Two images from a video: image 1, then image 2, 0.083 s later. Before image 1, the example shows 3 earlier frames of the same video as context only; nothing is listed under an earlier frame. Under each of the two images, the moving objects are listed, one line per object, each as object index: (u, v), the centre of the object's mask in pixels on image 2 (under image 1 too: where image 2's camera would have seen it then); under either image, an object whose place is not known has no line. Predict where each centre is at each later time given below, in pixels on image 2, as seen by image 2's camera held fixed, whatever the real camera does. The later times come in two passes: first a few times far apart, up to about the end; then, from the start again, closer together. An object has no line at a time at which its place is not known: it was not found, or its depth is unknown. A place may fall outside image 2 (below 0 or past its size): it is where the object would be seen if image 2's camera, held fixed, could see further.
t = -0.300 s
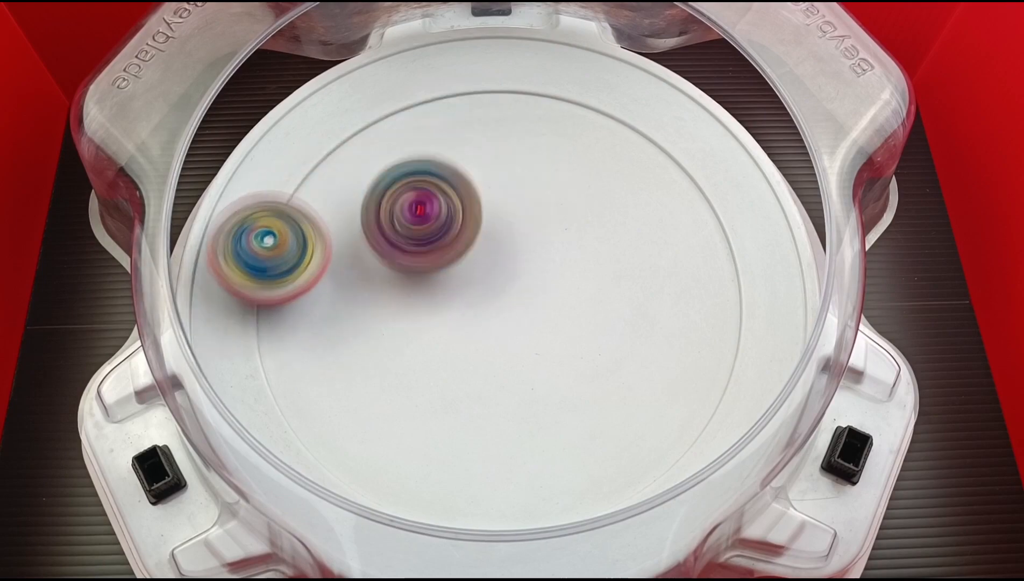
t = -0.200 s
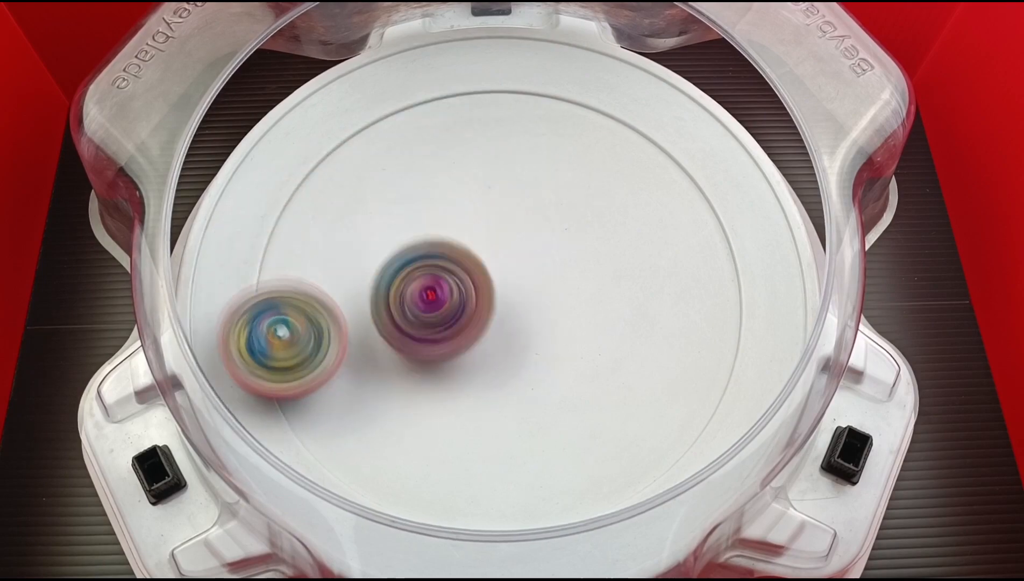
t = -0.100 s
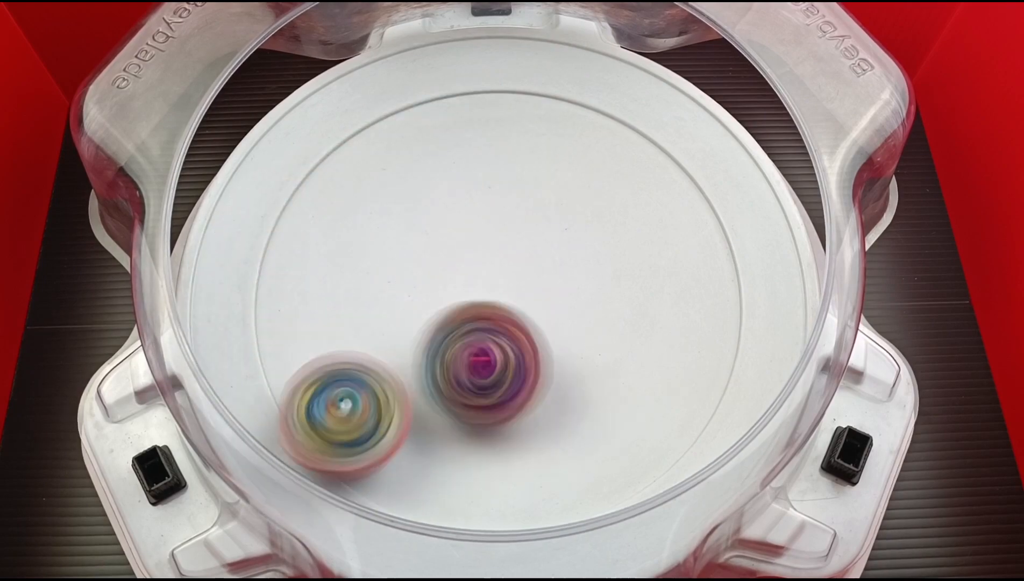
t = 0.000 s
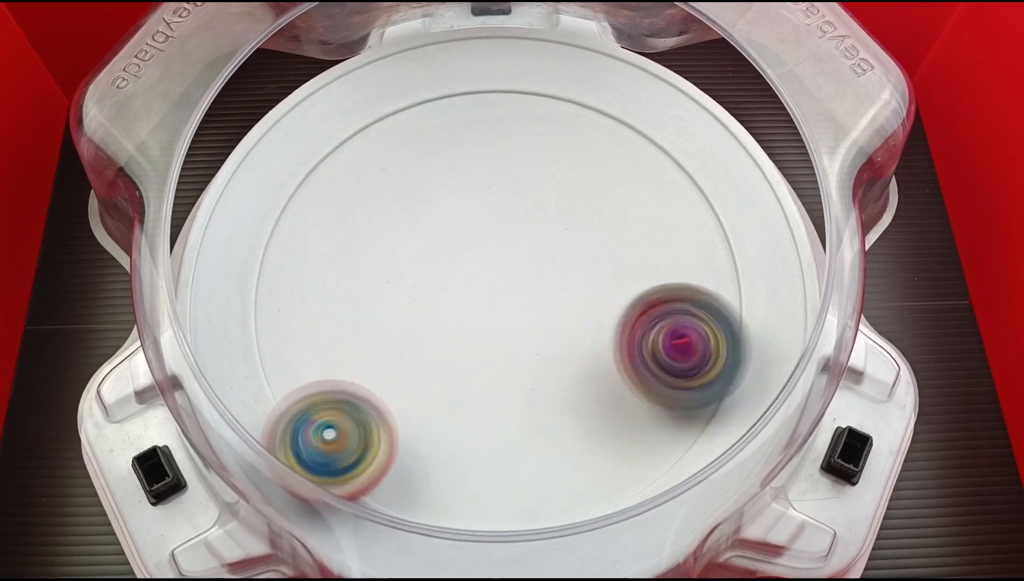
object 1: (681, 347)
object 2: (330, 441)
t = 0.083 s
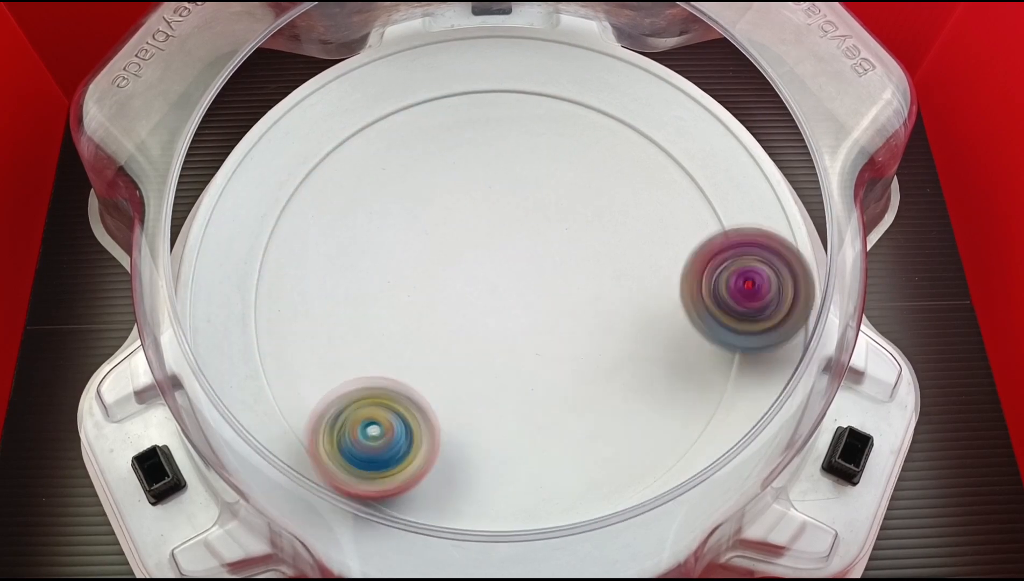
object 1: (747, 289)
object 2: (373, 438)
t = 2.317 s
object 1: (488, 152)
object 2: (310, 288)
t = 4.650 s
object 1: (439, 241)
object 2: (624, 305)
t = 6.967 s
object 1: (569, 385)
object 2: (452, 230)
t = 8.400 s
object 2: (598, 286)
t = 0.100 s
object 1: (750, 280)
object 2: (384, 437)
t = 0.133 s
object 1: (753, 259)
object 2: (412, 434)
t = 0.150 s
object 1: (752, 248)
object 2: (425, 431)
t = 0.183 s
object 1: (748, 230)
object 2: (452, 420)
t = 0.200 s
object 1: (745, 222)
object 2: (465, 412)
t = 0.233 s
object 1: (736, 205)
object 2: (487, 391)
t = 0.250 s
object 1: (731, 198)
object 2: (495, 379)
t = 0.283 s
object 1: (717, 187)
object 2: (509, 355)
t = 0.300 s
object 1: (708, 181)
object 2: (514, 341)
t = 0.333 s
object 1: (686, 173)
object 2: (519, 314)
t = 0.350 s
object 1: (672, 171)
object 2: (521, 301)
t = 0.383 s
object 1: (643, 166)
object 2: (521, 274)
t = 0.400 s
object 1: (629, 165)
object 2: (519, 261)
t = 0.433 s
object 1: (600, 167)
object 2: (510, 238)
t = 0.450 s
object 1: (596, 160)
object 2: (496, 231)
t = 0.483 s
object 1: (590, 153)
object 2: (464, 221)
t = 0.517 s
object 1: (579, 151)
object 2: (434, 210)
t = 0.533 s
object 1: (573, 151)
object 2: (420, 204)
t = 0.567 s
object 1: (560, 154)
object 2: (391, 196)
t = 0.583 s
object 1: (553, 158)
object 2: (378, 193)
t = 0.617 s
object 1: (539, 167)
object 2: (351, 192)
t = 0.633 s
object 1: (532, 173)
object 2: (338, 193)
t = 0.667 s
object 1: (520, 188)
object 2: (314, 198)
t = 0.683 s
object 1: (513, 196)
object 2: (303, 202)
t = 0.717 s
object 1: (504, 213)
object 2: (283, 213)
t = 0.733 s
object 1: (500, 224)
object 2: (273, 220)
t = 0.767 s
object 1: (493, 244)
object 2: (268, 241)
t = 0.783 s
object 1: (491, 254)
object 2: (269, 252)
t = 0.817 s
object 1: (489, 275)
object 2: (269, 275)
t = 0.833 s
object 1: (488, 286)
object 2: (271, 287)
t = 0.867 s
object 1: (490, 306)
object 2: (276, 311)
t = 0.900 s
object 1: (494, 325)
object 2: (290, 335)
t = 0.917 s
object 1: (497, 334)
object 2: (300, 344)
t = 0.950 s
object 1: (504, 349)
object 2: (326, 362)
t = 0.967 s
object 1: (509, 355)
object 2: (342, 368)
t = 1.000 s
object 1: (519, 367)
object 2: (376, 374)
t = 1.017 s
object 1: (525, 371)
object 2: (393, 375)
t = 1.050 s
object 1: (553, 380)
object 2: (413, 369)
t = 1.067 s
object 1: (566, 383)
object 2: (423, 364)
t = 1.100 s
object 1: (592, 386)
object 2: (444, 351)
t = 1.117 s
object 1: (604, 385)
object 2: (455, 343)
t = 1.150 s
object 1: (627, 383)
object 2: (475, 325)
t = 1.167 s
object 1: (637, 381)
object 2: (484, 314)
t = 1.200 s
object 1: (653, 374)
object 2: (498, 293)
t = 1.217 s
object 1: (660, 369)
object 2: (505, 282)
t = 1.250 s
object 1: (673, 359)
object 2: (514, 261)
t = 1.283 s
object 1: (679, 349)
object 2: (519, 239)
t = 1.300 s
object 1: (681, 344)
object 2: (521, 228)
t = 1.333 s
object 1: (682, 332)
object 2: (521, 207)
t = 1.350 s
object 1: (682, 327)
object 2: (520, 197)
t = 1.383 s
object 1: (678, 317)
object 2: (515, 177)
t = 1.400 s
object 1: (674, 312)
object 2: (511, 168)
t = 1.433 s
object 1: (665, 301)
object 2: (501, 152)
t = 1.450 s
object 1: (660, 296)
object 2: (495, 145)
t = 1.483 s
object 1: (647, 288)
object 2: (481, 135)
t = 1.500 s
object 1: (639, 285)
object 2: (472, 130)
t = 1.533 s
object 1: (622, 278)
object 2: (456, 124)
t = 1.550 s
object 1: (614, 275)
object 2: (447, 121)
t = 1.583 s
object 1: (597, 271)
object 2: (428, 118)
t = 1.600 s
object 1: (588, 270)
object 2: (418, 119)
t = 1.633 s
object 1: (568, 269)
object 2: (399, 124)
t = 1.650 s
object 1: (559, 268)
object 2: (390, 126)
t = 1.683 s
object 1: (540, 270)
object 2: (373, 137)
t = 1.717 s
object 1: (521, 275)
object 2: (358, 153)
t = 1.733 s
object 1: (512, 278)
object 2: (353, 163)
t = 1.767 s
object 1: (494, 284)
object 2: (346, 187)
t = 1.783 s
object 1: (487, 289)
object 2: (346, 200)
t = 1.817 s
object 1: (472, 299)
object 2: (349, 227)
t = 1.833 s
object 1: (466, 304)
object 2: (354, 242)
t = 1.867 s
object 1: (489, 342)
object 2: (333, 238)
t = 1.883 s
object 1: (519, 373)
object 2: (308, 221)
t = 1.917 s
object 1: (580, 431)
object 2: (273, 189)
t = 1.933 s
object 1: (608, 453)
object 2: (265, 179)
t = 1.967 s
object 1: (658, 487)
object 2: (256, 169)
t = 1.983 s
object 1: (675, 489)
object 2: (253, 166)
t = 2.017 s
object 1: (666, 442)
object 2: (248, 161)
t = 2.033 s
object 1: (668, 430)
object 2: (247, 162)
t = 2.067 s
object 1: (660, 389)
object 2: (246, 165)
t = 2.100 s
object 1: (644, 345)
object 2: (247, 173)
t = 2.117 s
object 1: (636, 323)
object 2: (248, 179)
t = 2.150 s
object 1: (616, 284)
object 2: (253, 191)
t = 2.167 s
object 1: (605, 265)
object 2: (255, 198)
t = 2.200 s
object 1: (583, 230)
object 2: (261, 215)
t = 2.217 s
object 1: (571, 215)
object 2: (263, 222)
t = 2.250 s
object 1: (545, 187)
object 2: (274, 243)
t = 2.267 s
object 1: (531, 175)
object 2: (280, 255)
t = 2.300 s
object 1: (503, 158)
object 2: (299, 277)
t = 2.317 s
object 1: (488, 152)
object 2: (310, 288)
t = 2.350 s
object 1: (460, 145)
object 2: (336, 305)
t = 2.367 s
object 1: (446, 144)
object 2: (350, 313)
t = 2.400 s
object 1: (421, 148)
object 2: (381, 322)
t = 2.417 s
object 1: (409, 152)
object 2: (396, 325)
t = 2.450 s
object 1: (385, 164)
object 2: (429, 328)
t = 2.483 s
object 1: (363, 179)
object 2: (459, 326)
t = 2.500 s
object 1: (352, 187)
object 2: (474, 326)
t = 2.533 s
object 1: (333, 206)
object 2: (502, 319)
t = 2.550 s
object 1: (325, 216)
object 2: (515, 315)
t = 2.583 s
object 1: (310, 238)
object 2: (536, 306)
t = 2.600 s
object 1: (303, 249)
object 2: (546, 301)
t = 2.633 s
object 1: (293, 273)
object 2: (562, 287)
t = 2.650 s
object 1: (288, 286)
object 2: (570, 281)
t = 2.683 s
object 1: (283, 311)
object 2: (582, 265)
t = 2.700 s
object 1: (281, 324)
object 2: (587, 258)
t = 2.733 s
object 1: (279, 350)
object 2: (596, 241)
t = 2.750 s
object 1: (280, 362)
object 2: (600, 232)
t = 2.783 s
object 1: (288, 385)
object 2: (604, 216)
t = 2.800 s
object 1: (294, 395)
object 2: (606, 207)
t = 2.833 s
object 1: (314, 414)
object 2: (608, 191)
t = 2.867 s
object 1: (337, 430)
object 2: (608, 176)
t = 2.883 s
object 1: (349, 437)
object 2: (607, 168)
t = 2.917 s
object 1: (374, 448)
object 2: (604, 153)
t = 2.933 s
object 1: (386, 453)
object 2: (601, 147)
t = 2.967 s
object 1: (411, 458)
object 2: (594, 133)
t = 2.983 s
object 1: (423, 459)
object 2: (590, 127)
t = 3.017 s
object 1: (446, 457)
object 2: (580, 117)
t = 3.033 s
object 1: (457, 455)
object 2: (575, 111)
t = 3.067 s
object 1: (478, 447)
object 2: (559, 104)
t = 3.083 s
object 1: (487, 442)
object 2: (551, 102)
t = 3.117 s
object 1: (505, 432)
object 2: (532, 102)
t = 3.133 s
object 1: (513, 426)
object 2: (522, 104)
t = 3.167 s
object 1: (527, 413)
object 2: (501, 113)
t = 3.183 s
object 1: (533, 407)
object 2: (491, 119)
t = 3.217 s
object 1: (543, 393)
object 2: (475, 137)
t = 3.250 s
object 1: (551, 379)
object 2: (461, 157)
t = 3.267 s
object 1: (554, 373)
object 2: (456, 169)
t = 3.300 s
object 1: (558, 360)
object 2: (450, 193)
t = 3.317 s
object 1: (559, 354)
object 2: (448, 207)
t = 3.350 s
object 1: (561, 342)
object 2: (447, 232)
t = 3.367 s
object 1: (561, 336)
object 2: (448, 245)
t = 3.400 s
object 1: (559, 326)
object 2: (453, 269)
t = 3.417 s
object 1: (581, 342)
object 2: (438, 262)
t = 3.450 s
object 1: (633, 379)
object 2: (396, 231)
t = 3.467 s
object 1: (658, 396)
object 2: (378, 217)
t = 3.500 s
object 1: (689, 411)
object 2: (343, 192)
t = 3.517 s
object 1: (692, 409)
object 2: (330, 181)
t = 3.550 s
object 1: (694, 408)
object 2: (305, 164)
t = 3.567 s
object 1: (693, 411)
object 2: (296, 157)
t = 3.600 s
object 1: (690, 408)
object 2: (297, 162)
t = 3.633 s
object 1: (683, 405)
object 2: (307, 176)
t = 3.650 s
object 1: (677, 401)
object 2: (312, 185)
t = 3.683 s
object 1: (662, 392)
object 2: (323, 204)
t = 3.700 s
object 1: (655, 388)
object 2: (329, 215)
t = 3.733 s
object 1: (638, 378)
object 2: (343, 237)
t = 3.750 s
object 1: (629, 372)
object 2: (350, 250)
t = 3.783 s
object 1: (611, 360)
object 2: (363, 273)
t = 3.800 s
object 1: (600, 353)
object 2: (370, 285)
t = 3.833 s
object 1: (581, 339)
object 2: (383, 308)
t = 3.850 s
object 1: (572, 332)
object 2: (388, 319)
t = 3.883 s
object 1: (553, 317)
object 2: (402, 337)
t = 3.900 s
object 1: (544, 310)
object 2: (410, 345)
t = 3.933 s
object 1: (533, 294)
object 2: (417, 362)
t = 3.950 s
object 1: (541, 283)
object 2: (407, 372)
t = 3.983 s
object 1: (554, 262)
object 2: (394, 389)
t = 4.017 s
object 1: (565, 245)
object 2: (386, 404)
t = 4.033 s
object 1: (569, 237)
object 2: (385, 409)
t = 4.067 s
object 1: (574, 227)
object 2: (390, 420)
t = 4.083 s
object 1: (575, 222)
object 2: (393, 425)
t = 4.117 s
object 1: (575, 217)
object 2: (406, 433)
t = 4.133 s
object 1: (574, 216)
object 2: (414, 437)
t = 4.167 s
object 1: (571, 216)
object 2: (430, 442)
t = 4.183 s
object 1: (568, 218)
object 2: (439, 445)
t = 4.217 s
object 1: (562, 222)
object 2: (459, 448)
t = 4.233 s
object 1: (559, 226)
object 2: (470, 449)
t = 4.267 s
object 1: (551, 232)
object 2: (491, 447)
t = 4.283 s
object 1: (547, 236)
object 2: (502, 445)
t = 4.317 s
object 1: (539, 244)
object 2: (523, 439)
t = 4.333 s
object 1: (535, 248)
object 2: (534, 434)
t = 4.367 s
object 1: (528, 257)
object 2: (552, 422)
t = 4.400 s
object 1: (520, 265)
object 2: (567, 407)
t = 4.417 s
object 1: (517, 270)
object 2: (573, 399)
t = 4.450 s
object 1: (511, 277)
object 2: (584, 381)
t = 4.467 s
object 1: (508, 280)
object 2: (587, 372)
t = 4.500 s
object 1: (492, 268)
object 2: (603, 368)
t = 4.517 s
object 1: (484, 263)
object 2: (610, 366)
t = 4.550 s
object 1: (469, 253)
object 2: (620, 355)
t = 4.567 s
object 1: (463, 248)
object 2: (623, 348)
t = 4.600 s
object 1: (451, 243)
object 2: (626, 332)
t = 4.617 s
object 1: (446, 242)
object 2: (626, 323)
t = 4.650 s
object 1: (439, 241)
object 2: (624, 305)
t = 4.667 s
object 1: (436, 242)
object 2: (621, 296)
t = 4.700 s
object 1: (430, 246)
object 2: (612, 280)
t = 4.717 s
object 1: (428, 250)
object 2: (607, 272)
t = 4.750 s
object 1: (425, 257)
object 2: (594, 257)
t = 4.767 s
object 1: (424, 260)
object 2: (587, 251)
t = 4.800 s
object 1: (422, 269)
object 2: (572, 241)
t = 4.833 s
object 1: (422, 276)
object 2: (555, 231)
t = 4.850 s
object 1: (422, 280)
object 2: (546, 227)
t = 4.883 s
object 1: (423, 285)
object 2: (528, 222)
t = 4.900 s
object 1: (423, 289)
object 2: (520, 219)
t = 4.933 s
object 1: (419, 295)
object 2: (506, 213)
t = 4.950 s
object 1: (418, 298)
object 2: (499, 211)
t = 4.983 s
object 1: (416, 303)
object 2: (483, 210)
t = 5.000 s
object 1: (408, 314)
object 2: (480, 204)
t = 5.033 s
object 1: (385, 340)
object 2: (486, 183)
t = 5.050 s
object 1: (374, 353)
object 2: (487, 175)
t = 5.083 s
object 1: (360, 377)
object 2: (489, 162)
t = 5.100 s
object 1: (355, 385)
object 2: (488, 157)
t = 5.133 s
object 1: (349, 398)
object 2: (484, 151)
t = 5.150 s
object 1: (348, 404)
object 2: (480, 149)
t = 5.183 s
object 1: (354, 410)
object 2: (472, 148)
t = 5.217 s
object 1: (361, 414)
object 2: (460, 148)
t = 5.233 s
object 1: (366, 417)
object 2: (453, 150)
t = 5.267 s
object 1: (379, 417)
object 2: (439, 152)
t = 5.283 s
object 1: (385, 415)
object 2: (432, 156)
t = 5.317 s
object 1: (398, 413)
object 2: (418, 162)
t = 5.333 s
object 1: (405, 410)
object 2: (412, 167)
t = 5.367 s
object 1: (418, 403)
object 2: (402, 179)
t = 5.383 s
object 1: (424, 400)
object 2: (398, 187)
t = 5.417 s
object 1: (438, 391)
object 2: (393, 203)
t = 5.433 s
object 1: (444, 385)
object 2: (391, 212)
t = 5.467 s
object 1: (454, 375)
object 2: (392, 230)
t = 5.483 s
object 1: (460, 369)
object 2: (393, 237)
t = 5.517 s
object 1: (469, 357)
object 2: (399, 255)
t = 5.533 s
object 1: (473, 354)
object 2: (401, 261)
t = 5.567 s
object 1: (491, 356)
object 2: (403, 262)
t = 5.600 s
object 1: (502, 355)
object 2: (408, 267)
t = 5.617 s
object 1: (509, 355)
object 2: (412, 271)
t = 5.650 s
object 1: (520, 354)
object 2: (420, 278)
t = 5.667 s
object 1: (534, 364)
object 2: (416, 269)
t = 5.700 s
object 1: (562, 381)
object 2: (411, 253)
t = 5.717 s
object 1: (576, 390)
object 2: (410, 248)
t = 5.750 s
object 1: (597, 400)
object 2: (409, 239)
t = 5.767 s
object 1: (604, 403)
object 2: (409, 236)
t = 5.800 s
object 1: (617, 406)
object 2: (409, 232)
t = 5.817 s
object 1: (621, 406)
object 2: (409, 231)
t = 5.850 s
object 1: (624, 401)
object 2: (410, 230)
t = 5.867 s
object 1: (622, 397)
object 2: (411, 230)
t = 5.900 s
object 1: (620, 390)
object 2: (413, 230)
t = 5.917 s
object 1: (619, 385)
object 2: (416, 231)
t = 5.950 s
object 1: (614, 376)
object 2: (421, 233)
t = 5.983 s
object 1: (608, 365)
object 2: (428, 234)
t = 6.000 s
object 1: (604, 360)
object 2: (431, 234)
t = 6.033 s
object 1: (598, 350)
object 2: (439, 235)
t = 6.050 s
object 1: (595, 345)
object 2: (444, 236)
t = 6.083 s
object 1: (588, 334)
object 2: (454, 234)
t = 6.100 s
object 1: (585, 329)
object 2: (459, 234)
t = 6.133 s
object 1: (577, 320)
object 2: (469, 231)
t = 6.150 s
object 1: (574, 316)
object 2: (474, 230)
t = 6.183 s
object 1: (566, 307)
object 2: (483, 226)
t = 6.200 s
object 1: (567, 313)
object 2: (485, 219)
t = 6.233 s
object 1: (574, 331)
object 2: (481, 191)
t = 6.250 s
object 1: (575, 339)
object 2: (480, 179)
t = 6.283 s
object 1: (578, 352)
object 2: (475, 160)
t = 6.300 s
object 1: (577, 357)
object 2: (473, 154)
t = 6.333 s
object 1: (576, 364)
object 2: (466, 145)
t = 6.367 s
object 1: (571, 366)
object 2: (457, 139)
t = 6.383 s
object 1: (571, 366)
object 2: (452, 138)
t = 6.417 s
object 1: (566, 364)
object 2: (441, 136)
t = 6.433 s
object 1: (563, 363)
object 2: (436, 137)
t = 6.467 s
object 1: (559, 358)
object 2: (426, 142)
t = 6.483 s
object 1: (556, 357)
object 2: (422, 145)
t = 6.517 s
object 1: (552, 352)
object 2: (416, 157)
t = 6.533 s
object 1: (548, 349)
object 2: (416, 164)
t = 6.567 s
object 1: (544, 344)
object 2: (416, 178)
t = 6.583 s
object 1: (541, 340)
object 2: (416, 186)
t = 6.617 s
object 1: (536, 336)
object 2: (421, 201)
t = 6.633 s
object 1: (534, 333)
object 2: (424, 207)
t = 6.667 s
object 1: (528, 328)
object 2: (431, 222)
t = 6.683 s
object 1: (525, 326)
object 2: (437, 228)
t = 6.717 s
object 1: (524, 327)
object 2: (443, 237)
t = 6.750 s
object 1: (539, 350)
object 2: (437, 220)
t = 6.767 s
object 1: (544, 360)
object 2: (433, 213)
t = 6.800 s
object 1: (556, 376)
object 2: (431, 204)
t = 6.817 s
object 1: (560, 381)
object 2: (430, 201)
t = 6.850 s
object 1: (566, 389)
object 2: (431, 202)
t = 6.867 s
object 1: (568, 389)
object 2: (432, 205)
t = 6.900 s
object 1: (570, 391)
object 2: (438, 213)
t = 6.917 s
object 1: (570, 389)
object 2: (440, 217)
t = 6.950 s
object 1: (570, 387)
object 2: (448, 226)
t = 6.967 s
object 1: (569, 385)
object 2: (452, 230)
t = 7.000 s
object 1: (567, 381)
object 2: (463, 237)
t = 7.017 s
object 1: (566, 378)
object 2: (468, 241)
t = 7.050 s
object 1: (562, 373)
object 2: (479, 247)
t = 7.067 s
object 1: (560, 369)
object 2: (485, 250)
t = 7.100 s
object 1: (555, 363)
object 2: (497, 254)
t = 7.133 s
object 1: (551, 361)
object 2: (507, 254)
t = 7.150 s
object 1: (551, 380)
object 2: (510, 237)
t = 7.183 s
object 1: (553, 410)
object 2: (515, 204)
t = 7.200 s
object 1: (552, 423)
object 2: (518, 190)
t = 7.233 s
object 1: (551, 443)
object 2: (520, 169)
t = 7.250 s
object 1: (549, 449)
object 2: (521, 160)
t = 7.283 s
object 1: (547, 458)
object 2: (520, 148)
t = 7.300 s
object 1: (545, 458)
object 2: (519, 144)
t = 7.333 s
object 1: (543, 457)
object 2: (513, 136)
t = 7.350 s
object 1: (540, 453)
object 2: (511, 133)
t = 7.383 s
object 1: (538, 446)
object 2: (504, 129)
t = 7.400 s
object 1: (535, 441)
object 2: (499, 127)
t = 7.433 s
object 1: (532, 429)
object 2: (491, 125)
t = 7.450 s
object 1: (530, 423)
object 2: (486, 127)
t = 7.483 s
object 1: (526, 408)
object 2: (477, 133)
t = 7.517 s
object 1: (520, 393)
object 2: (471, 142)
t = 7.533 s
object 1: (518, 385)
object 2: (468, 148)
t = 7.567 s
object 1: (512, 369)
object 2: (464, 160)
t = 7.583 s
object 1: (509, 361)
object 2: (464, 166)
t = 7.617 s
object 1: (503, 347)
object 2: (464, 180)
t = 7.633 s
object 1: (500, 339)
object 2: (464, 187)
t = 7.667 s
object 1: (493, 327)
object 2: (465, 200)
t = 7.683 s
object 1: (491, 320)
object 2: (467, 207)
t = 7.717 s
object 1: (481, 332)
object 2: (472, 200)
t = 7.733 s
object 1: (475, 343)
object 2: (476, 188)
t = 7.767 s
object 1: (462, 366)
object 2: (485, 168)
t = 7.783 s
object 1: (456, 374)
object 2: (488, 162)
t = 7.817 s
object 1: (446, 387)
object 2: (495, 153)
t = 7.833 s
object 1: (441, 390)
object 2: (497, 150)
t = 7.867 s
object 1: (435, 393)
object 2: (498, 150)
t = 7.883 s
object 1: (431, 394)
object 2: (498, 154)
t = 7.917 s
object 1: (427, 393)
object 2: (499, 161)
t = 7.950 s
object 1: (425, 392)
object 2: (499, 170)
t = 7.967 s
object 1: (423, 390)
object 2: (500, 176)
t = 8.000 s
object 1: (423, 386)
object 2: (502, 186)
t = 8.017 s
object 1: (423, 384)
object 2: (503, 192)
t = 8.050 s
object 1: (422, 378)
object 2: (506, 202)
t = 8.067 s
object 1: (423, 376)
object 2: (507, 208)
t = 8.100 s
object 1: (423, 370)
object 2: (511, 218)
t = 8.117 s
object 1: (424, 366)
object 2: (512, 223)
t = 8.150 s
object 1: (425, 359)
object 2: (517, 232)
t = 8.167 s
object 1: (426, 354)
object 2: (518, 238)
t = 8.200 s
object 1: (427, 346)
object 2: (522, 248)
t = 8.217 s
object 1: (427, 341)
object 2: (524, 254)
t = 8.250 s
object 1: (428, 334)
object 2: (527, 264)
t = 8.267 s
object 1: (427, 331)
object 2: (528, 269)
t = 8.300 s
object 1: (409, 328)
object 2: (546, 274)
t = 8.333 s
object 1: (388, 325)
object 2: (570, 276)
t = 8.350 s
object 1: (378, 323)
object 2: (580, 278)
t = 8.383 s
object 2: (593, 282)
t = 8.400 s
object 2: (598, 286)
